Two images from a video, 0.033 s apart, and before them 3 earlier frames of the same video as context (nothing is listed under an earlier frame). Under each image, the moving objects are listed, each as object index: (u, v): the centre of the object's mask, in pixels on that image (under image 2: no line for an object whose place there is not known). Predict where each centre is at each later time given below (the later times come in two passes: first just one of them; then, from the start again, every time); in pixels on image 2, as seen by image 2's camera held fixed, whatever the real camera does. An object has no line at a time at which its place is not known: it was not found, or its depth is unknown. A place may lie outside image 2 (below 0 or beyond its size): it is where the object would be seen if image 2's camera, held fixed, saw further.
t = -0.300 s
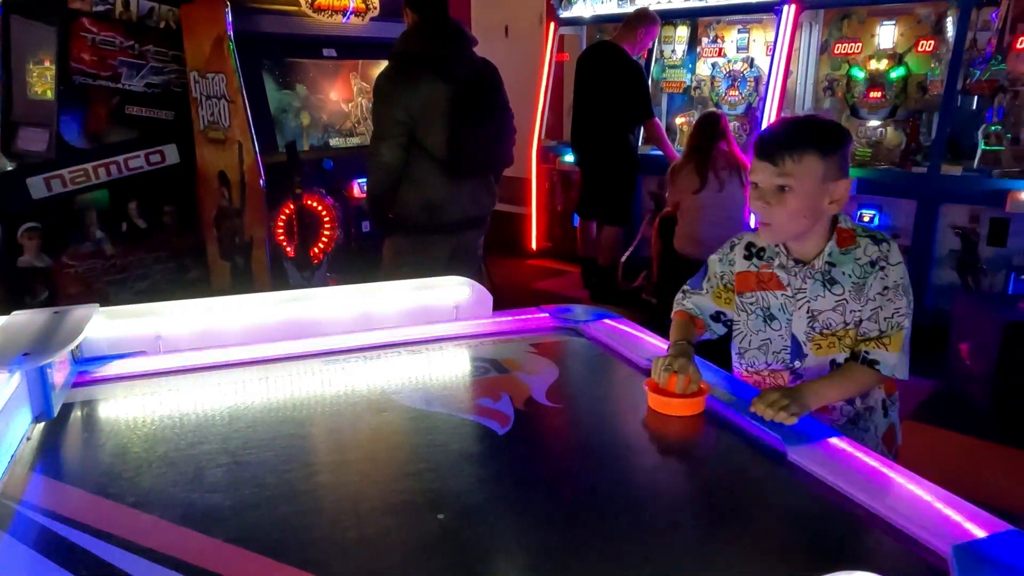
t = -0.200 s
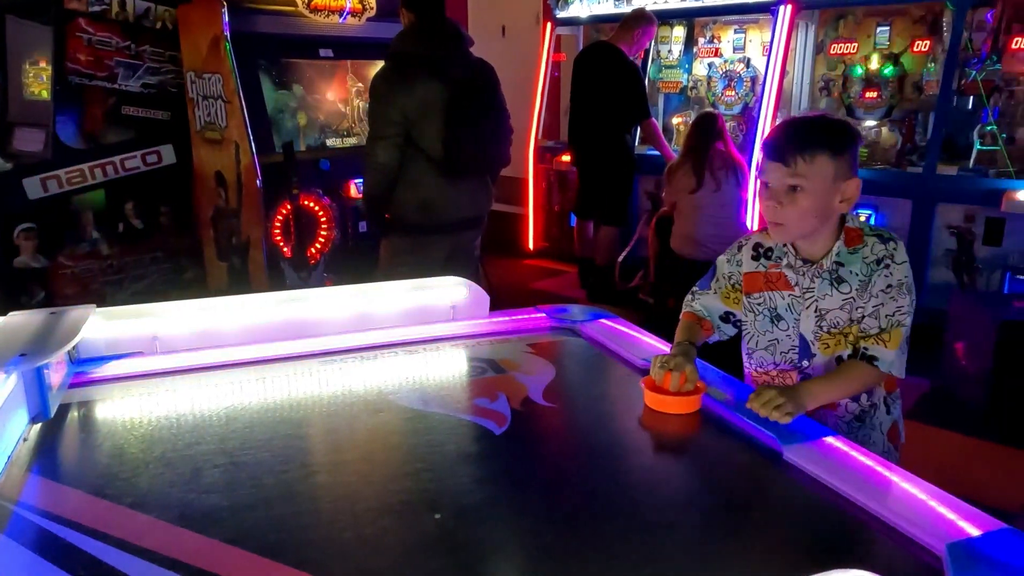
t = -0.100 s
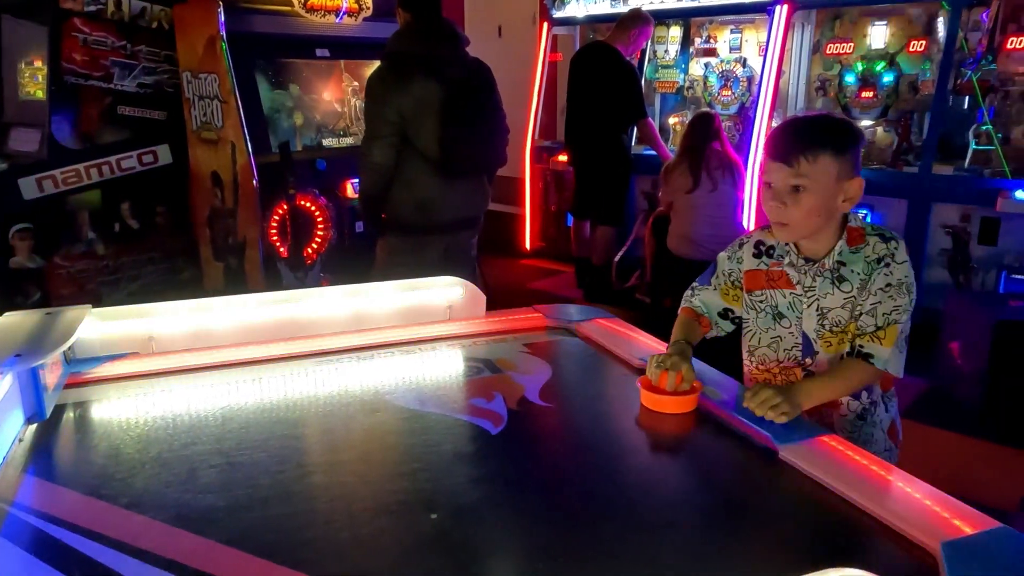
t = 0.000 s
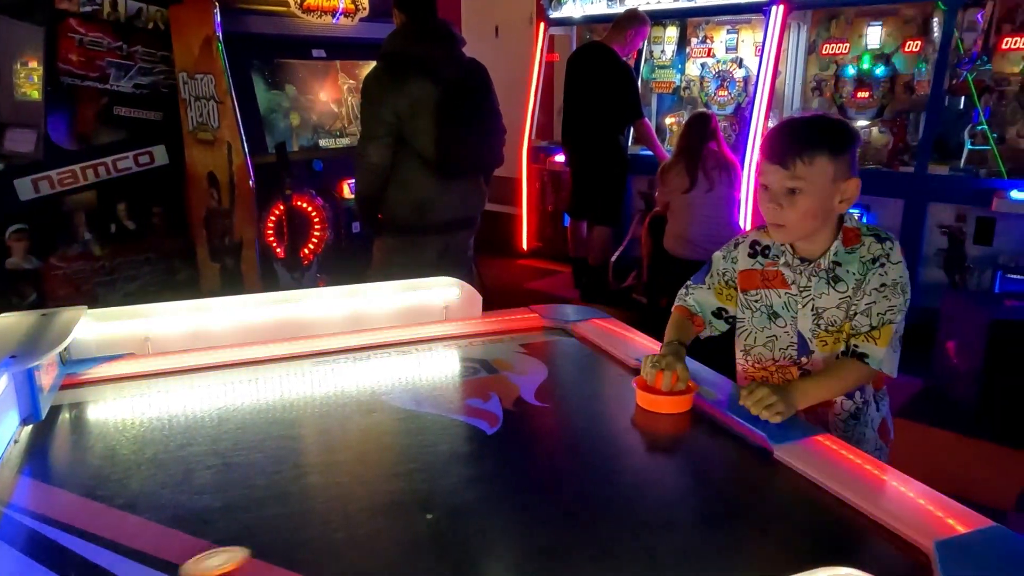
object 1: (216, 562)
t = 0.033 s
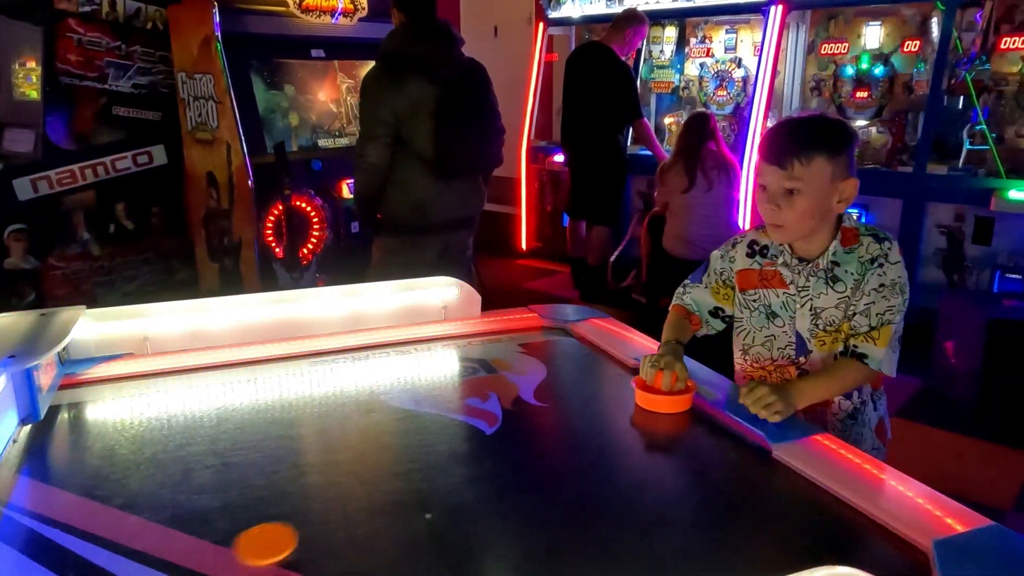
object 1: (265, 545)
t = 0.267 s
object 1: (509, 451)
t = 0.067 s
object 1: (311, 527)
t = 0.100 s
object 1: (353, 511)
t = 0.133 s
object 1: (390, 498)
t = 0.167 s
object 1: (424, 484)
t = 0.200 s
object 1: (456, 472)
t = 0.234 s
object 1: (483, 462)
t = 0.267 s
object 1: (509, 451)
